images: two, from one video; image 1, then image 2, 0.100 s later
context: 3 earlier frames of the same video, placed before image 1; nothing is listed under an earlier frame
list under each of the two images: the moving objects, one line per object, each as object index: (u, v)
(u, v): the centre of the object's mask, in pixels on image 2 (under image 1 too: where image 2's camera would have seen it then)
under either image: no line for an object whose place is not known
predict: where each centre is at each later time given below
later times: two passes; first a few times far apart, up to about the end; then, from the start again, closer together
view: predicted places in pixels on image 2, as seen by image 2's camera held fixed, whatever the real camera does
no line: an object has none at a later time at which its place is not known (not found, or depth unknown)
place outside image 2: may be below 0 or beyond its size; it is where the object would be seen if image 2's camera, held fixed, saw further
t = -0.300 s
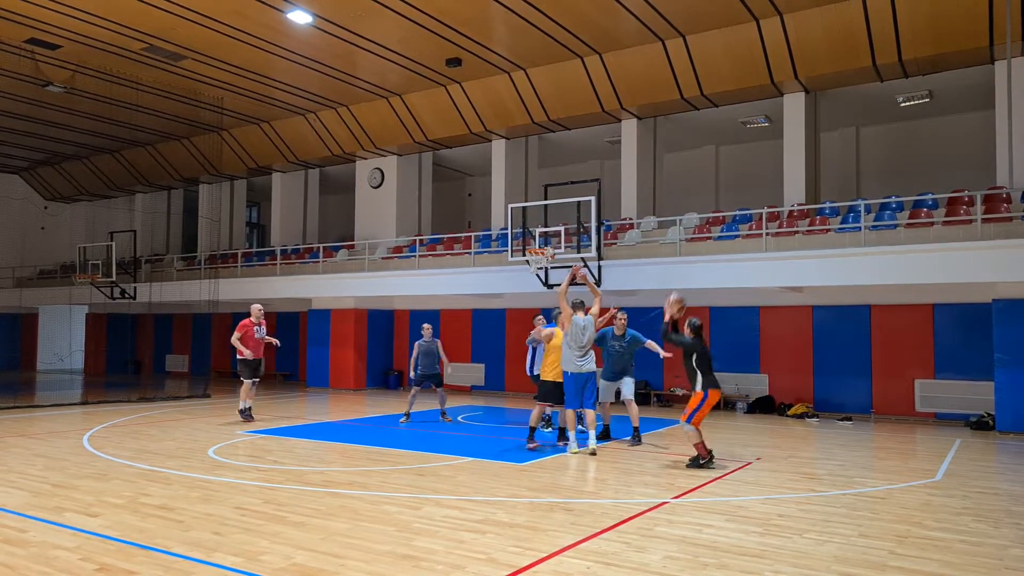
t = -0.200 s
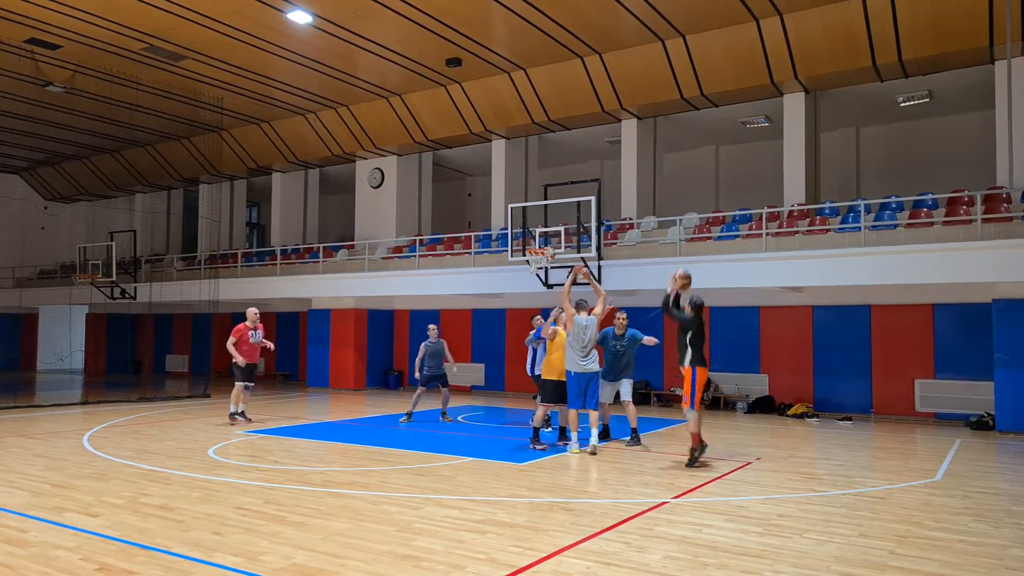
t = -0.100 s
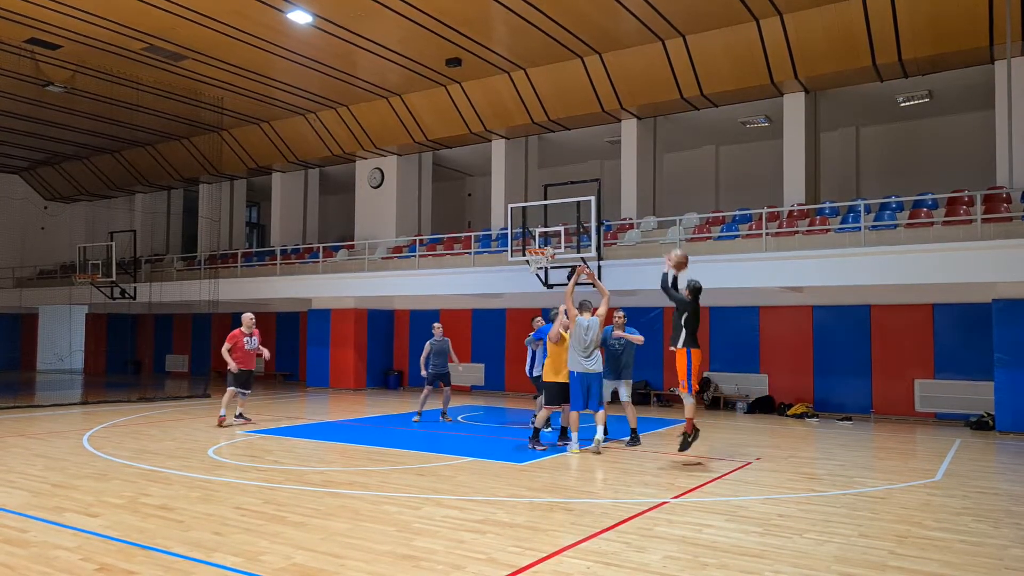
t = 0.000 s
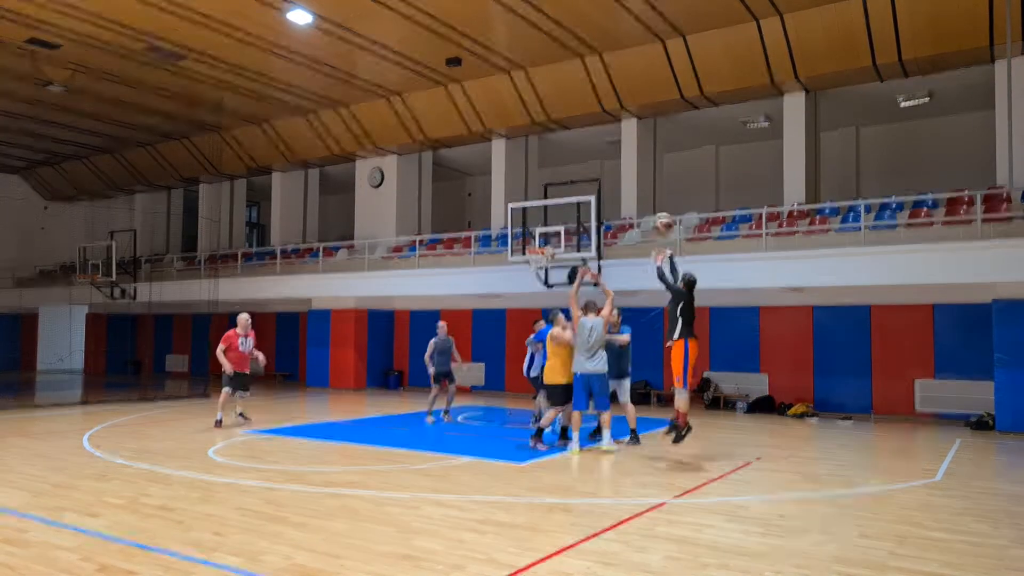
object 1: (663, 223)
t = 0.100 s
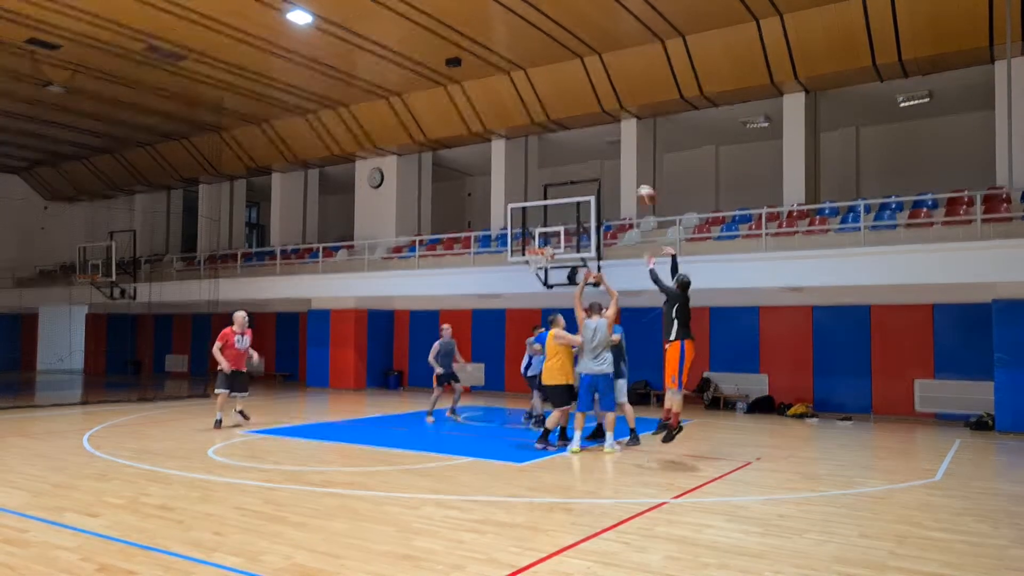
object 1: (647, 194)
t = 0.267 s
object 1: (620, 168)
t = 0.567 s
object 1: (583, 171)
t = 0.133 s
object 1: (640, 188)
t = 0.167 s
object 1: (635, 182)
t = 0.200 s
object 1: (630, 176)
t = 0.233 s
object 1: (624, 172)
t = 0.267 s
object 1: (620, 168)
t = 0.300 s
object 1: (615, 165)
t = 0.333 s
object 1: (610, 163)
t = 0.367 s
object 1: (606, 162)
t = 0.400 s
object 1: (602, 161)
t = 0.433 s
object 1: (598, 162)
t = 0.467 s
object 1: (594, 163)
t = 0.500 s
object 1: (590, 165)
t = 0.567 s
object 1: (583, 171)
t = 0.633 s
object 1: (575, 178)
